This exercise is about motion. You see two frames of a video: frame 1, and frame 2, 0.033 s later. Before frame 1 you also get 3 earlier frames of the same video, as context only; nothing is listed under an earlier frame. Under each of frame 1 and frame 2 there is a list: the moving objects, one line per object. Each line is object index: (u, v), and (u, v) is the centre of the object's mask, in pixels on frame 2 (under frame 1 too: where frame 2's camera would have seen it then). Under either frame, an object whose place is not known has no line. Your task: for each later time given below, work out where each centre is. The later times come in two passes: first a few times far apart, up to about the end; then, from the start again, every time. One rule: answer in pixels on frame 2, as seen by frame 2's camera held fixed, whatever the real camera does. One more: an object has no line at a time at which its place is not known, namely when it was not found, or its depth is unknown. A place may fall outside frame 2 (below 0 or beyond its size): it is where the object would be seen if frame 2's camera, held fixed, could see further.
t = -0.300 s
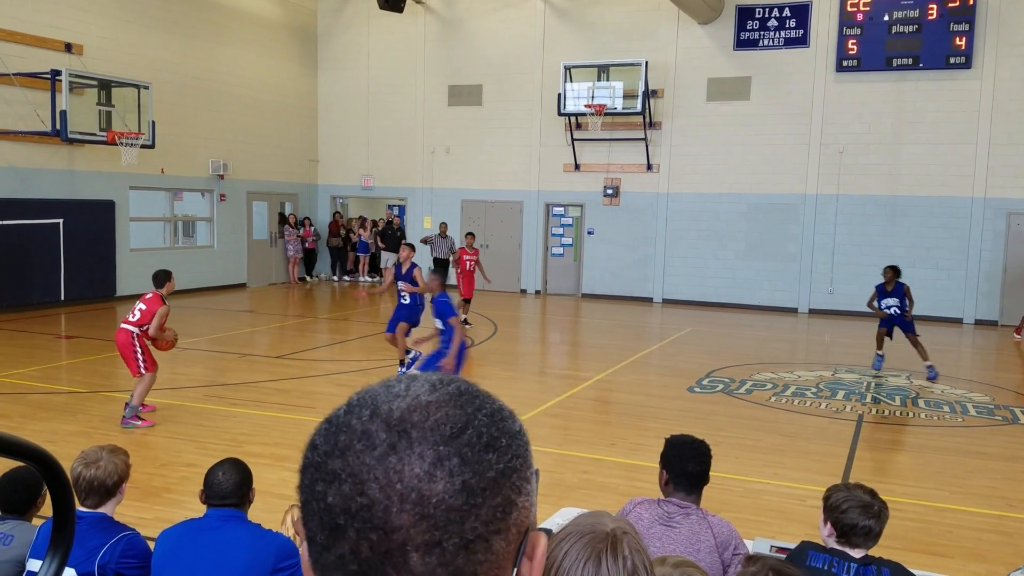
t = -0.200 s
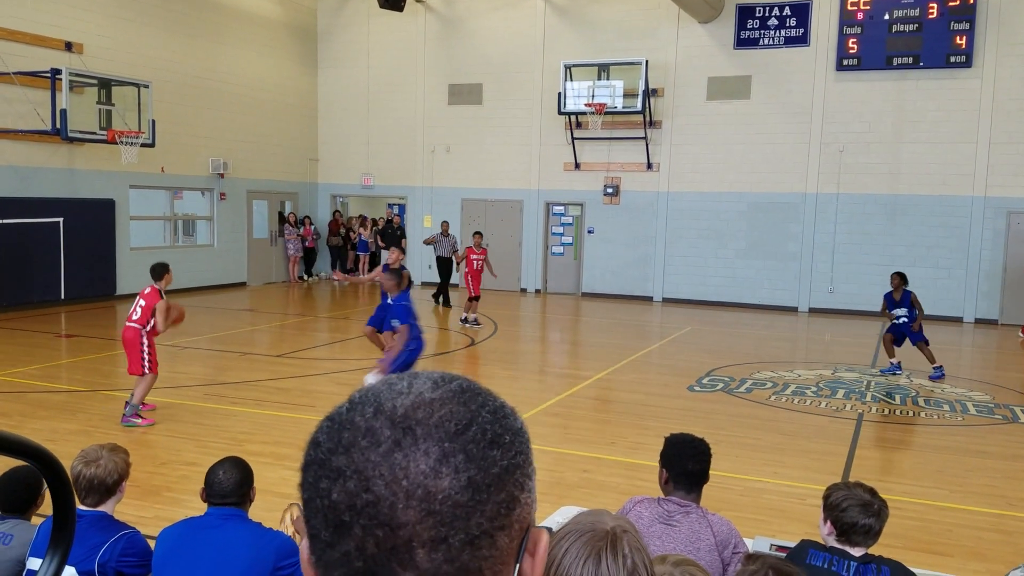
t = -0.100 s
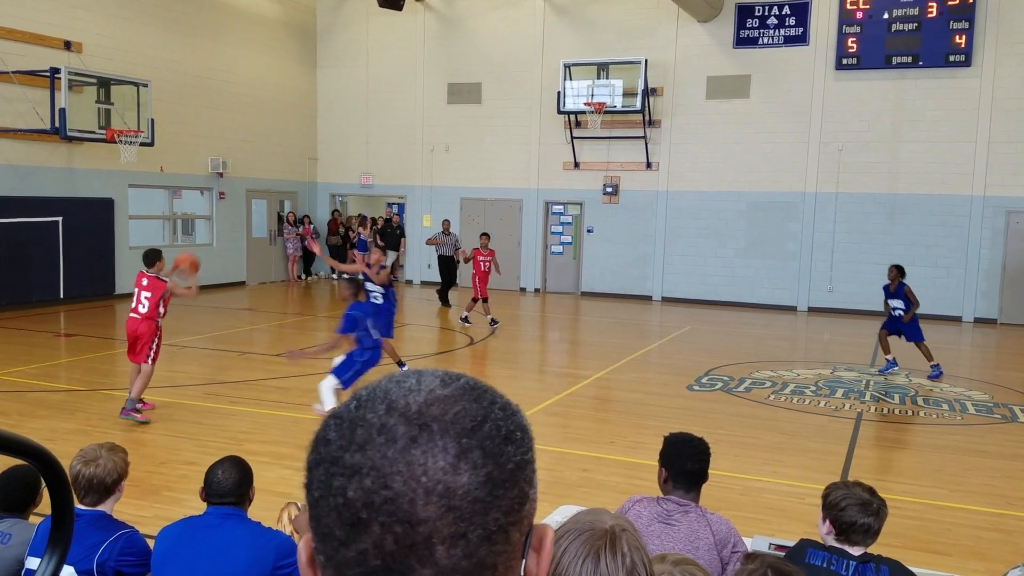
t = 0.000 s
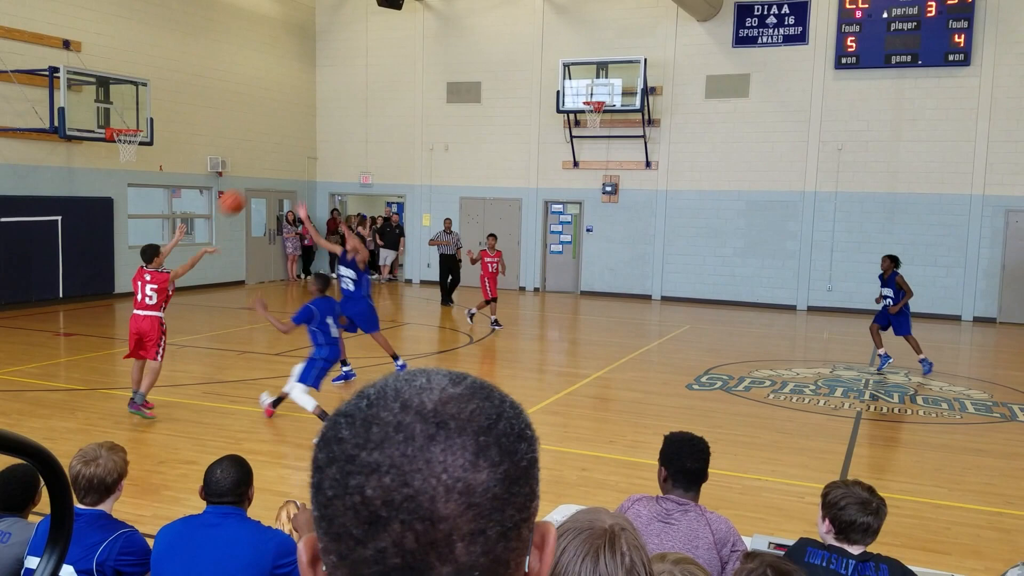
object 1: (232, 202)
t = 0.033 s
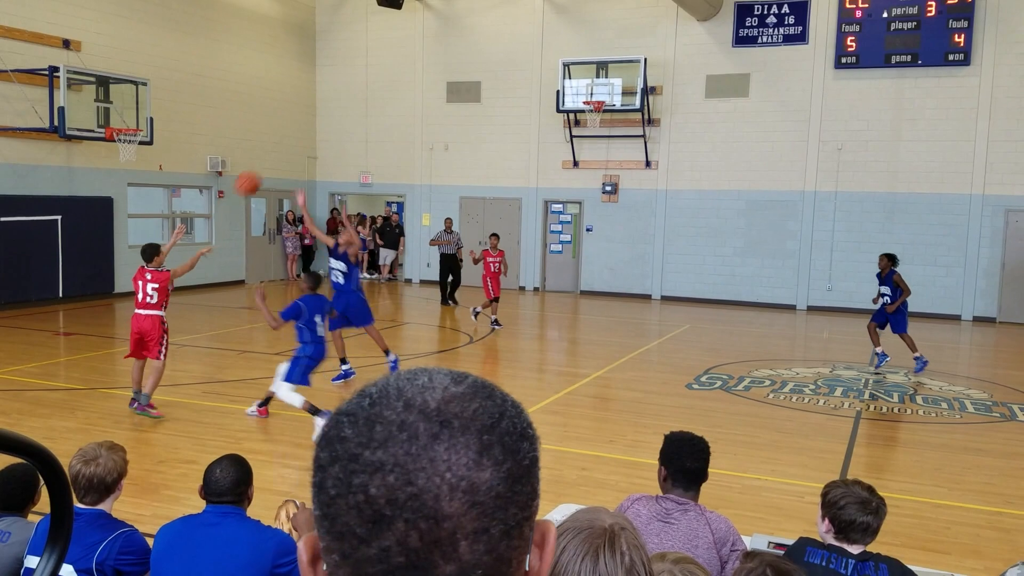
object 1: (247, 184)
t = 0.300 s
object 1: (362, 83)
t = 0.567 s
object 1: (453, 55)
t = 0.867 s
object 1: (534, 93)
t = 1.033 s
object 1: (571, 138)
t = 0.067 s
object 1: (264, 166)
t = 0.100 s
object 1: (279, 151)
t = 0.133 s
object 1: (294, 136)
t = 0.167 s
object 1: (308, 123)
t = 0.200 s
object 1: (322, 112)
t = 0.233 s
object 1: (335, 101)
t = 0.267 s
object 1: (349, 92)
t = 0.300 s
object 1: (362, 83)
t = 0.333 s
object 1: (374, 76)
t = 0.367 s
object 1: (386, 70)
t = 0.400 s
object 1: (398, 65)
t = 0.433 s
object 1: (410, 61)
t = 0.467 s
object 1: (421, 58)
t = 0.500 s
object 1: (432, 56)
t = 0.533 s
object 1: (442, 55)
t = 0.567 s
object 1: (453, 55)
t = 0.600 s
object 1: (463, 56)
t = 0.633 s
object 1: (473, 59)
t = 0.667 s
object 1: (482, 61)
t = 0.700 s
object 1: (492, 65)
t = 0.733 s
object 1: (501, 69)
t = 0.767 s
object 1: (509, 74)
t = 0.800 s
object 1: (518, 80)
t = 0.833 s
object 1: (526, 86)
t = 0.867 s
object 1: (534, 93)
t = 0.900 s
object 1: (542, 101)
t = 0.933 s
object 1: (550, 110)
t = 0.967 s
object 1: (557, 119)
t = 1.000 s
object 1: (564, 128)
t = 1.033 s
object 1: (571, 138)
